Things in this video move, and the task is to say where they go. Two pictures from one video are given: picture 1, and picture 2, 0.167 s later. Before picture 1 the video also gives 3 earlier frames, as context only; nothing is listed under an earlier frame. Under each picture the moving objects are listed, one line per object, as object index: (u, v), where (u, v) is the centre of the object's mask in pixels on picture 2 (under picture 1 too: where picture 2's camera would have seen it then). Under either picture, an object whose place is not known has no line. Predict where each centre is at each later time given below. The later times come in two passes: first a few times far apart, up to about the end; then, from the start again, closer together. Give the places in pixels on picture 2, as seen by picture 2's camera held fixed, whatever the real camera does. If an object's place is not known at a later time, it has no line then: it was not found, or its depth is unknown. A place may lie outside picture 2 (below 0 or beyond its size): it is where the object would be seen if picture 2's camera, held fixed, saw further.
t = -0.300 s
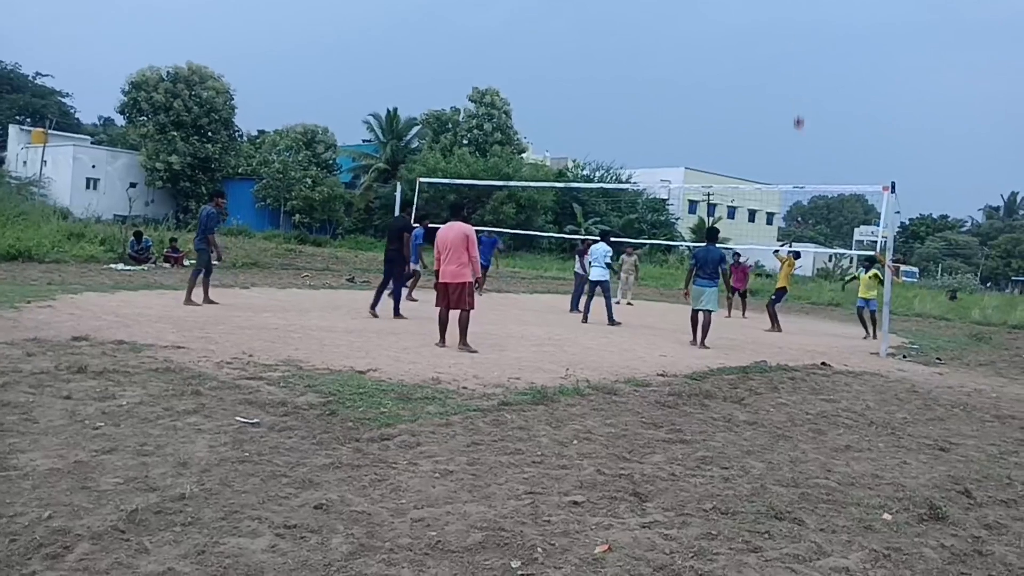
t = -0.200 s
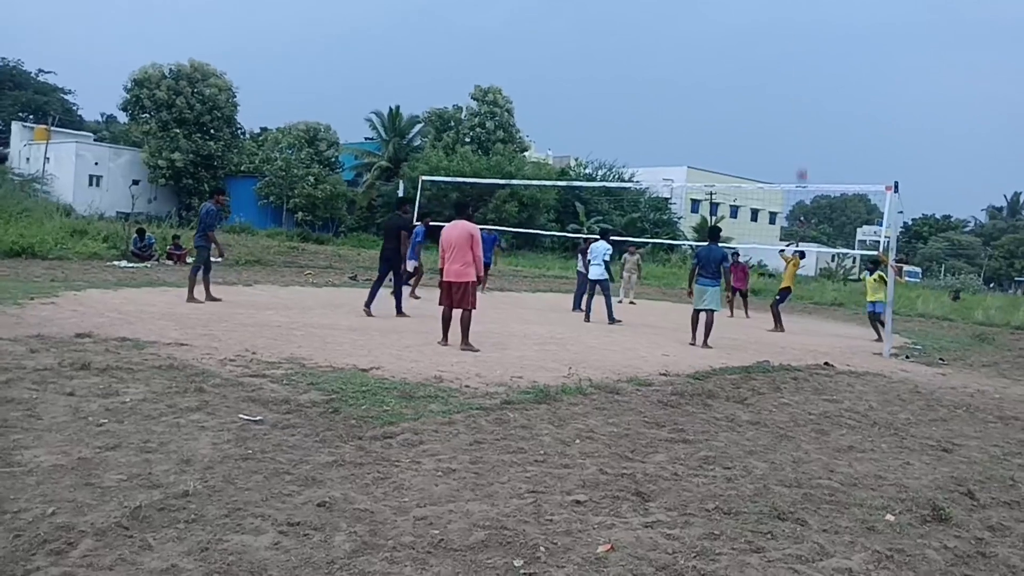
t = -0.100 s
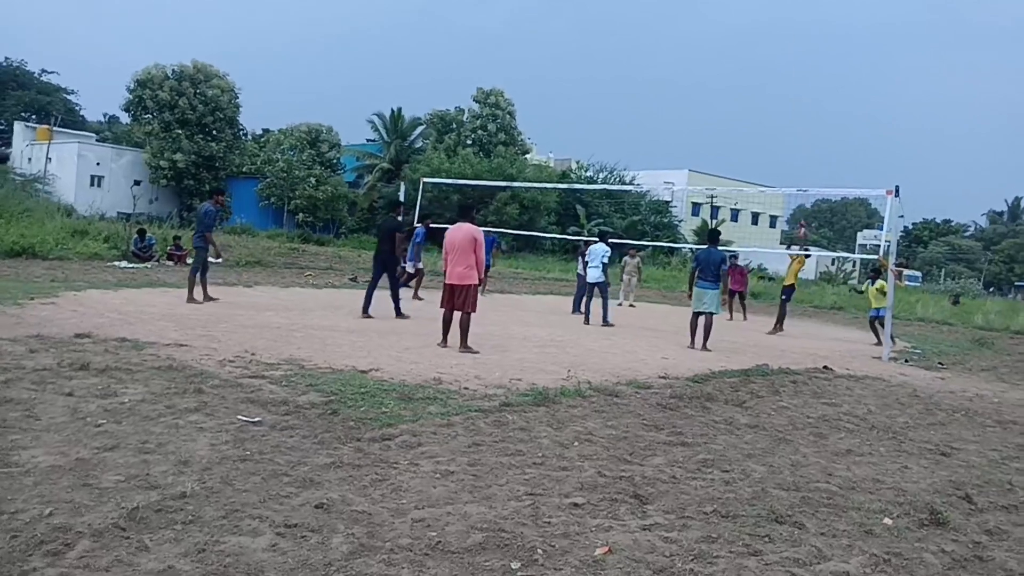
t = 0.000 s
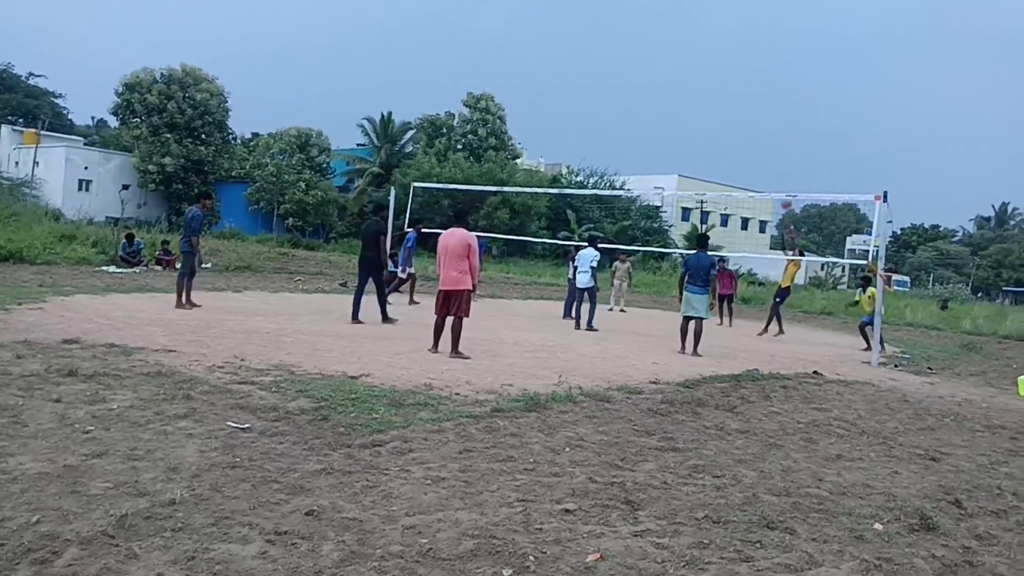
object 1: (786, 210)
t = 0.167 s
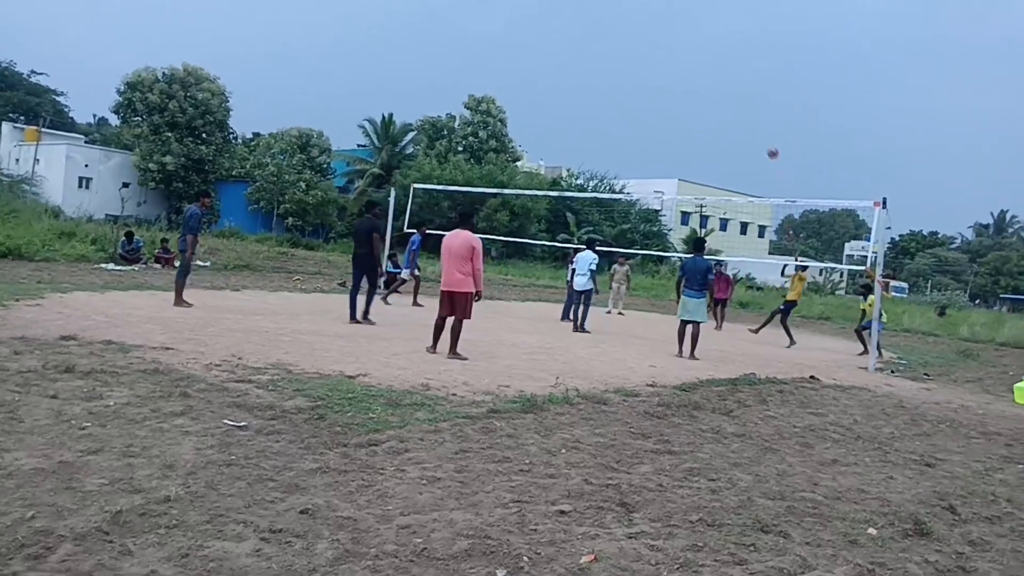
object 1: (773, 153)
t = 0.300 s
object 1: (760, 118)
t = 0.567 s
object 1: (734, 76)
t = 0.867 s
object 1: (709, 72)
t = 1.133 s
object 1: (687, 112)
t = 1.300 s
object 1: (670, 157)
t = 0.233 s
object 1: (767, 135)
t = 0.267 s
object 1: (764, 126)
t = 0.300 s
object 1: (760, 118)
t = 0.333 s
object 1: (757, 112)
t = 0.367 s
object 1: (754, 105)
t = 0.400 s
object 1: (751, 98)
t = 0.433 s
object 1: (748, 93)
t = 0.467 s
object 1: (744, 88)
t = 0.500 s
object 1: (740, 84)
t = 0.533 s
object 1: (736, 79)
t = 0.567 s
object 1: (734, 76)
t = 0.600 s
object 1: (732, 74)
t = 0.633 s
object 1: (730, 71)
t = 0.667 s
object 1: (727, 69)
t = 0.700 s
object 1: (724, 68)
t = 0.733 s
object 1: (721, 68)
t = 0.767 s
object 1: (717, 68)
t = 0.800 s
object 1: (714, 69)
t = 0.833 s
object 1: (711, 70)
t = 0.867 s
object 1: (709, 72)
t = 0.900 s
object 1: (707, 76)
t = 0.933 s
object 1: (705, 80)
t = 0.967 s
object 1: (702, 83)
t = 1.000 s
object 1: (698, 88)
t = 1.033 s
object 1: (695, 93)
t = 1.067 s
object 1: (692, 99)
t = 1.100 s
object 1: (689, 106)
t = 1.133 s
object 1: (687, 112)
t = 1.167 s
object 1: (683, 120)
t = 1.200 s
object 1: (679, 128)
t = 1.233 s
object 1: (676, 137)
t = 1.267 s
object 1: (673, 147)
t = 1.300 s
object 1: (670, 157)
